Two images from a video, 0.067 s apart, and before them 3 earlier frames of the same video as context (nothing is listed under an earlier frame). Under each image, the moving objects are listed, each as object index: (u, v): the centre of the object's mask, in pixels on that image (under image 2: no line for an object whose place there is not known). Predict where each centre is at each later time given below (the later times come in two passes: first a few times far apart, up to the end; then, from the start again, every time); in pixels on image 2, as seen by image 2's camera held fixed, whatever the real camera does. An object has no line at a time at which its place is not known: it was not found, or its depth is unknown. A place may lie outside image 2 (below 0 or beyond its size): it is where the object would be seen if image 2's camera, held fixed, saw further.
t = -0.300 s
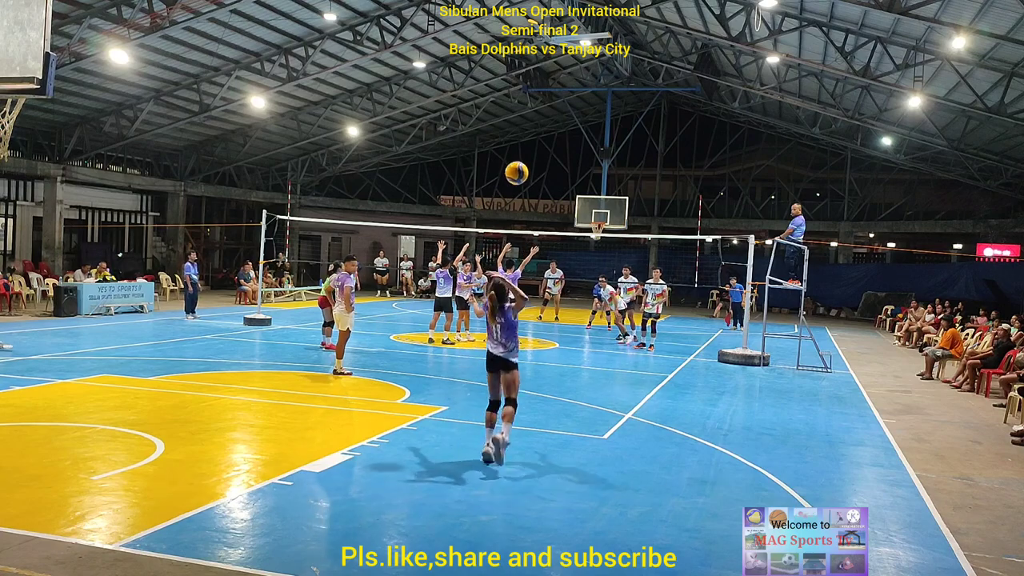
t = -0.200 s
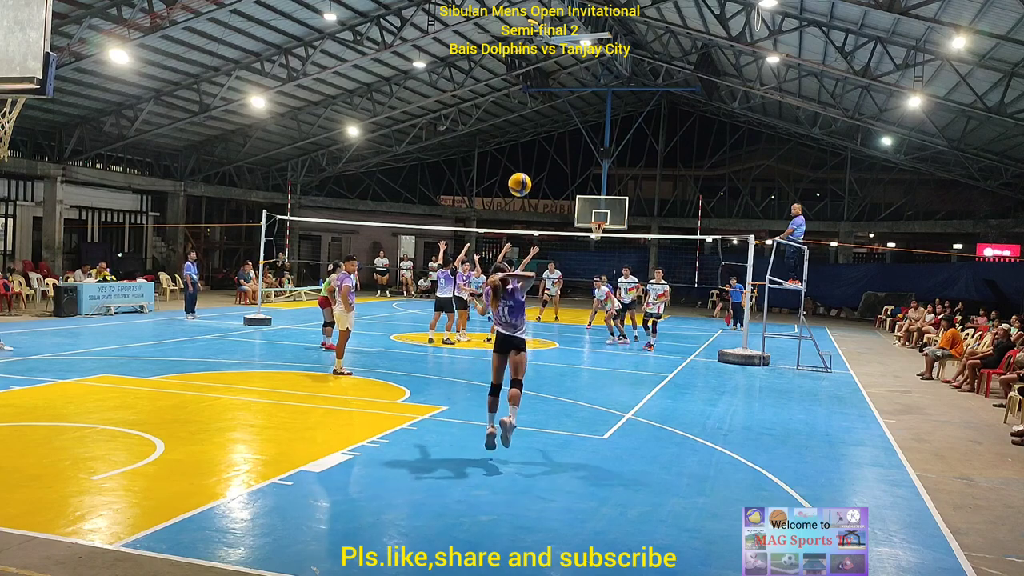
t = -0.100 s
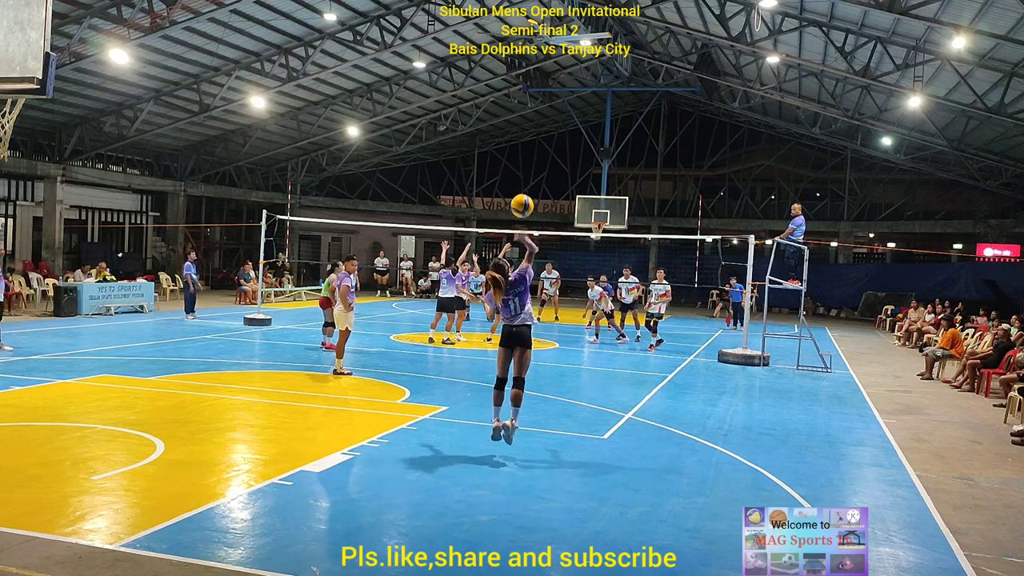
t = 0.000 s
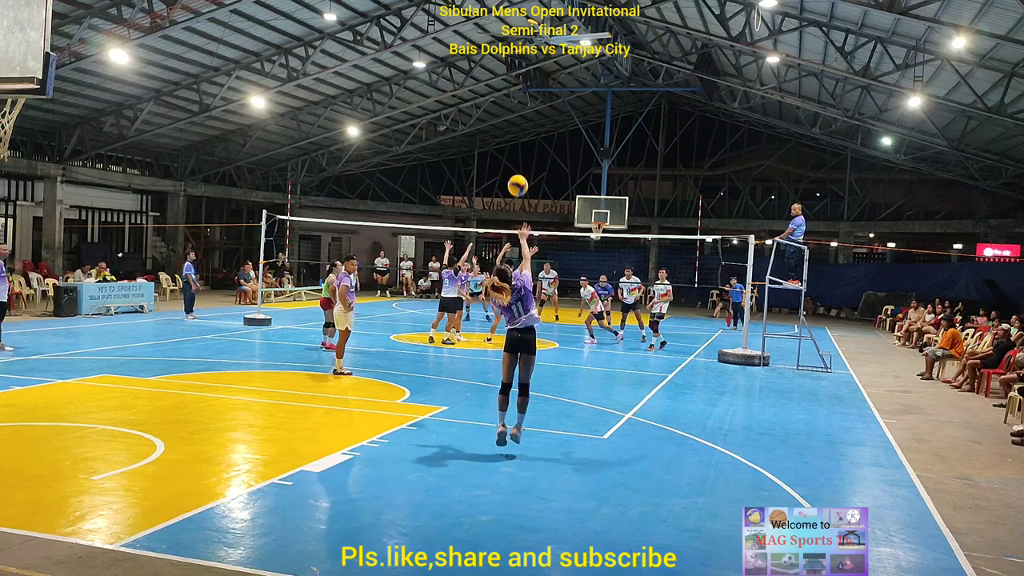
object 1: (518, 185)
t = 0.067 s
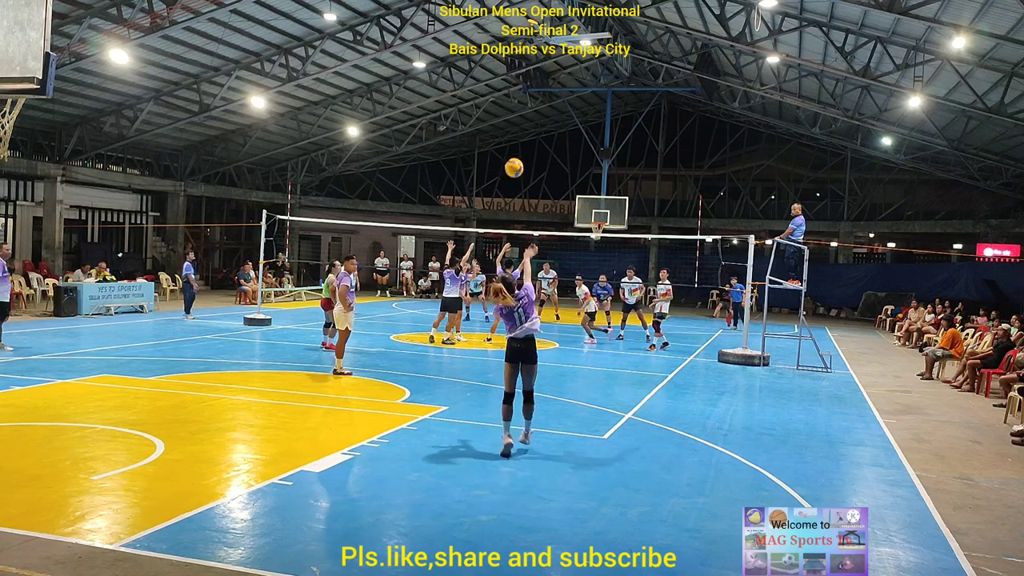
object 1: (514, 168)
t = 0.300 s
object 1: (502, 144)
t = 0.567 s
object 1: (496, 163)
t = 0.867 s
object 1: (488, 213)
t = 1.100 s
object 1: (480, 262)
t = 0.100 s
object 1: (512, 161)
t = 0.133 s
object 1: (510, 156)
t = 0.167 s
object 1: (508, 151)
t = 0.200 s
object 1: (507, 148)
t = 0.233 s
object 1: (505, 146)
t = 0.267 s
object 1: (503, 144)
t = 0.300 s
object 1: (502, 144)
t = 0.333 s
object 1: (501, 143)
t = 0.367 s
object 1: (500, 144)
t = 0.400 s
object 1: (499, 146)
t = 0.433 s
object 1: (498, 148)
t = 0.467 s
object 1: (497, 151)
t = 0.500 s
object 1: (497, 154)
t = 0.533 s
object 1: (496, 158)
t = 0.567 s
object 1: (496, 163)
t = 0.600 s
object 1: (495, 167)
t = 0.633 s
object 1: (494, 172)
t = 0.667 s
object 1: (494, 177)
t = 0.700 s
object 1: (493, 183)
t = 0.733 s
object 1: (492, 189)
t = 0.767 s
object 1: (491, 194)
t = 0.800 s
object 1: (490, 200)
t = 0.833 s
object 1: (489, 206)
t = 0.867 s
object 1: (488, 213)
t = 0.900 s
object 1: (487, 219)
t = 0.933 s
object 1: (486, 225)
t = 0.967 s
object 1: (484, 233)
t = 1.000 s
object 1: (484, 240)
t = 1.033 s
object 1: (483, 248)
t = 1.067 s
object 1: (481, 255)
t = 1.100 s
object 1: (480, 262)
